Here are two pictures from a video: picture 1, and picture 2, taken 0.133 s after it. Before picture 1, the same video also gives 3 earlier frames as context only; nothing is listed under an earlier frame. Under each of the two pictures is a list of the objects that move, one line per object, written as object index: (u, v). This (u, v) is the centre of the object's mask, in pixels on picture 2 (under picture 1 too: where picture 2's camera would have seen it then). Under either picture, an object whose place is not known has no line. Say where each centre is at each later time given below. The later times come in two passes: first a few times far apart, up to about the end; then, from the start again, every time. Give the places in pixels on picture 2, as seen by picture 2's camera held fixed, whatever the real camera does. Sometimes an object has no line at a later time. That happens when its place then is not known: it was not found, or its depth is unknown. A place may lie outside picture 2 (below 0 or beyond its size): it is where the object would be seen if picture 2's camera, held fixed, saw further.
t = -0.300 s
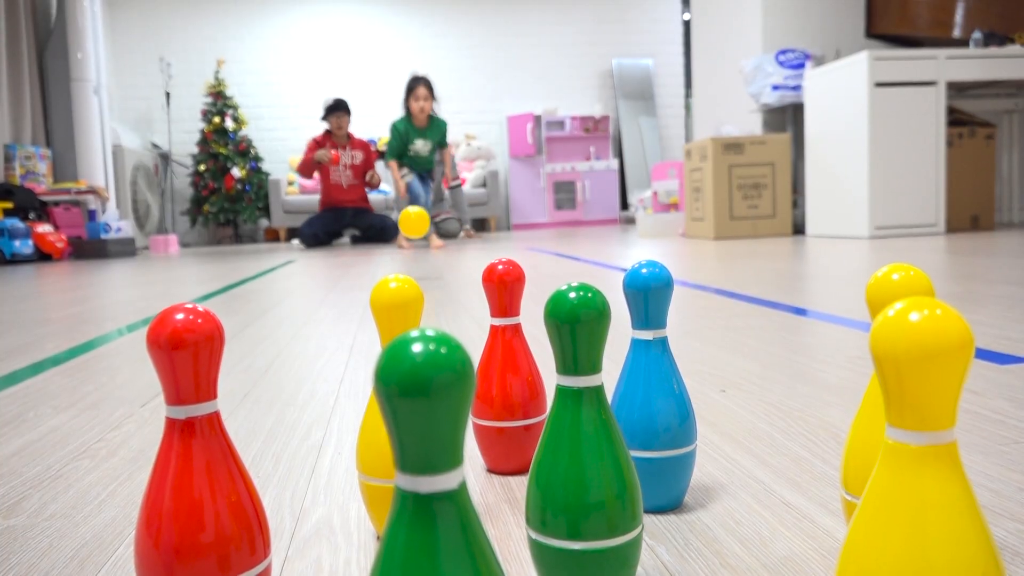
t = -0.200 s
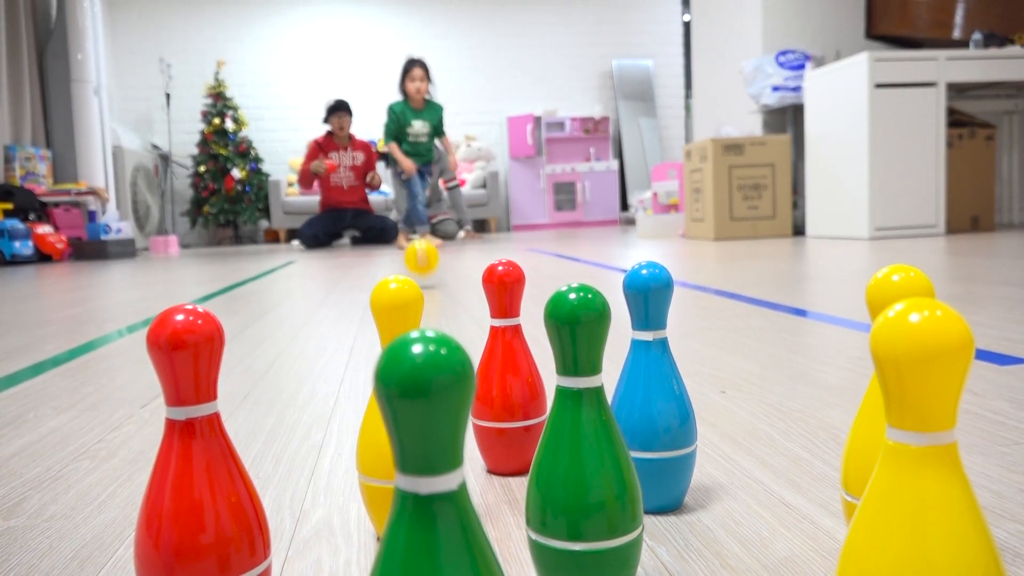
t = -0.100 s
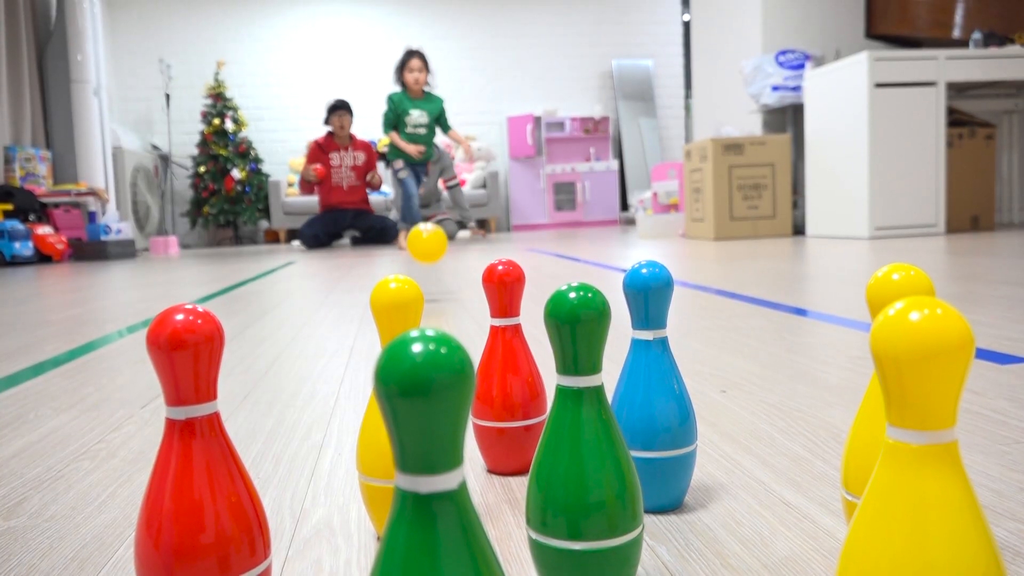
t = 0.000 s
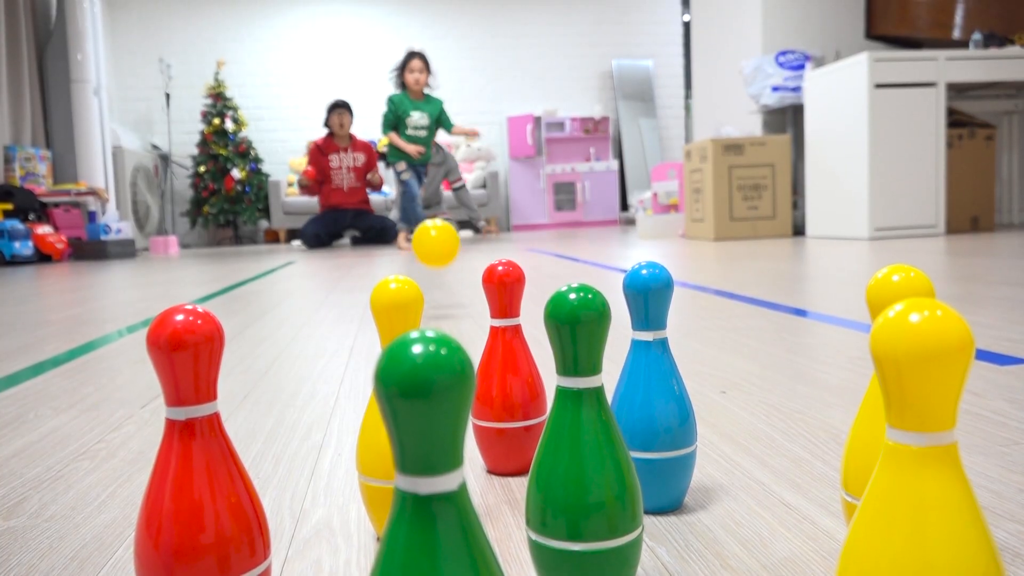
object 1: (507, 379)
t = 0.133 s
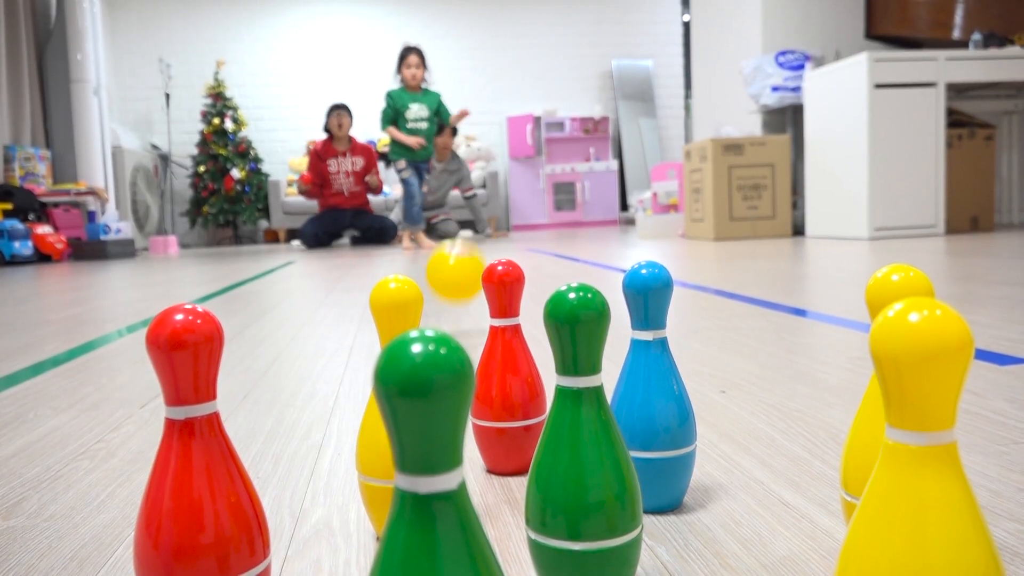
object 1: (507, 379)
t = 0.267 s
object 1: (507, 379)
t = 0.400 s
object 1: (487, 421)
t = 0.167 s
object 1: (507, 379)
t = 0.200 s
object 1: (507, 379)
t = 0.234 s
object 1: (507, 379)
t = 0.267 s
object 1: (507, 379)
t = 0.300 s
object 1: (507, 379)
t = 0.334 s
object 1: (507, 379)
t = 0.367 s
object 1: (506, 379)
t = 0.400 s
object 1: (487, 421)
